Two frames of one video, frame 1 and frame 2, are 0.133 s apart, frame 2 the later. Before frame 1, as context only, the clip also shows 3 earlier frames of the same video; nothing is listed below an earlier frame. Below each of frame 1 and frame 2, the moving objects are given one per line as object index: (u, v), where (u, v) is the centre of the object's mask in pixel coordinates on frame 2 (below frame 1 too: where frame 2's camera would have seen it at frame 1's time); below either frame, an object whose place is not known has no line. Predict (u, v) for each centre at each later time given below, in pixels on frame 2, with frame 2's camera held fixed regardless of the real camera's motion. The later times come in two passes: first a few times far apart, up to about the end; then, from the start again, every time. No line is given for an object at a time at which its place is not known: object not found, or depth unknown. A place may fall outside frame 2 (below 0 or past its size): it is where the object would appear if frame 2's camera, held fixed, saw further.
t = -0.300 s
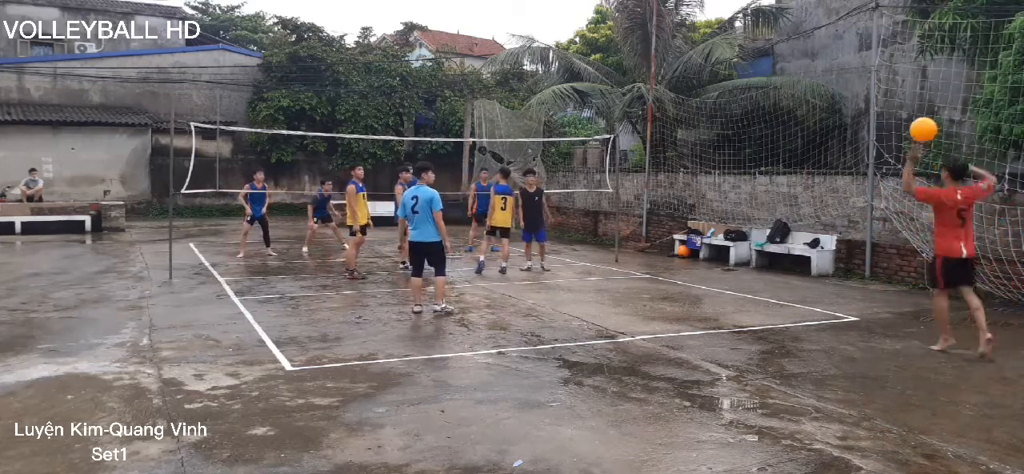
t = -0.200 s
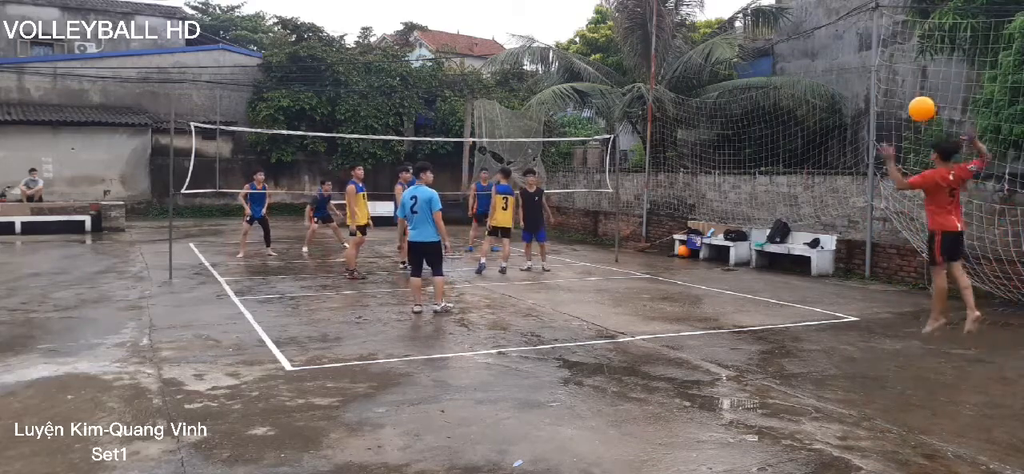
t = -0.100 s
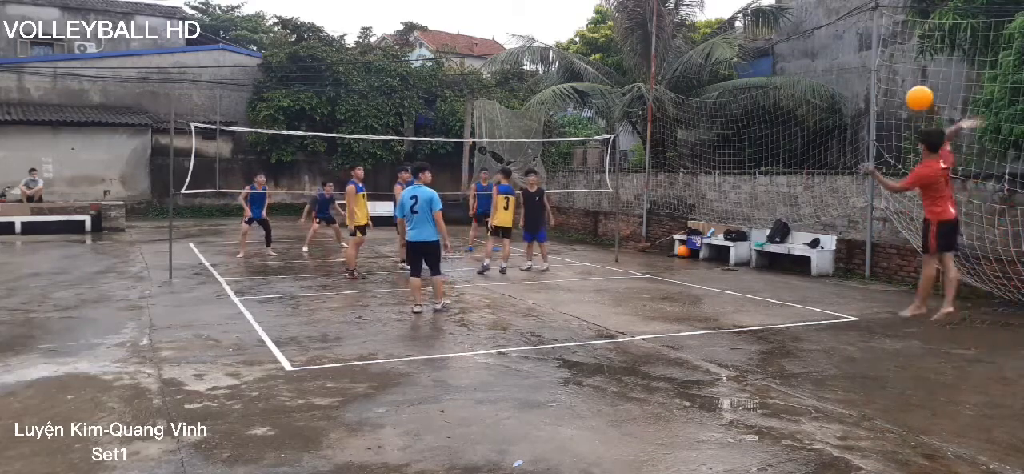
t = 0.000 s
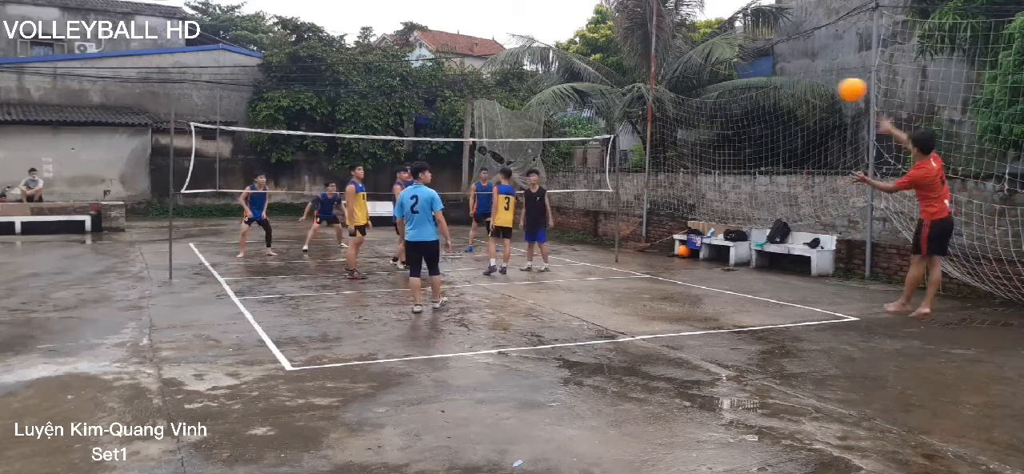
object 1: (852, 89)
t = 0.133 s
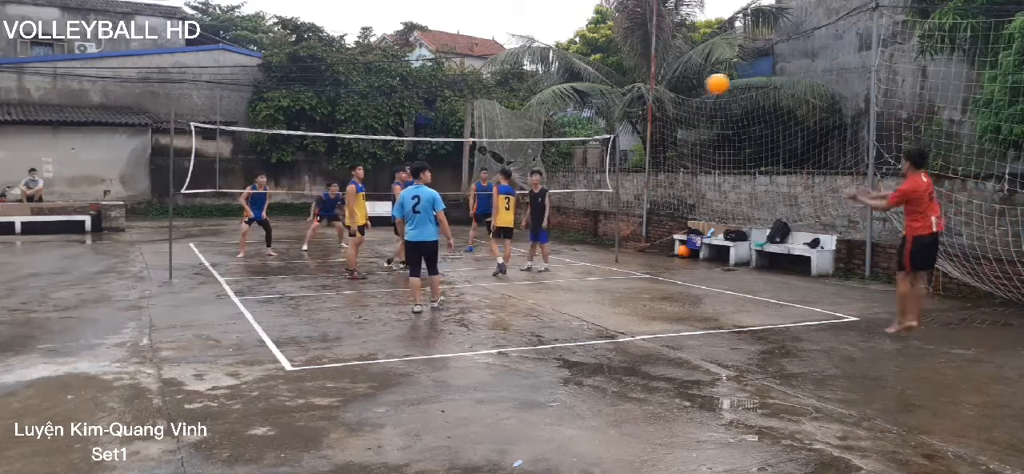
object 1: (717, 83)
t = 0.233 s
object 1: (639, 89)
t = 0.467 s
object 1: (513, 121)
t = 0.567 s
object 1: (476, 141)
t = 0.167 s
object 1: (690, 85)
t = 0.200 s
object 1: (663, 86)
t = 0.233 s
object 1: (639, 89)
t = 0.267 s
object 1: (617, 93)
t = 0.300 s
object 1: (597, 96)
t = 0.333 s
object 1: (578, 100)
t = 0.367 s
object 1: (559, 105)
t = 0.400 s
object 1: (543, 110)
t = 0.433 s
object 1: (527, 115)
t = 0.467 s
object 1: (513, 121)
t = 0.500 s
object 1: (498, 128)
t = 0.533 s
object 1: (484, 134)
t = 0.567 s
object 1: (476, 141)
